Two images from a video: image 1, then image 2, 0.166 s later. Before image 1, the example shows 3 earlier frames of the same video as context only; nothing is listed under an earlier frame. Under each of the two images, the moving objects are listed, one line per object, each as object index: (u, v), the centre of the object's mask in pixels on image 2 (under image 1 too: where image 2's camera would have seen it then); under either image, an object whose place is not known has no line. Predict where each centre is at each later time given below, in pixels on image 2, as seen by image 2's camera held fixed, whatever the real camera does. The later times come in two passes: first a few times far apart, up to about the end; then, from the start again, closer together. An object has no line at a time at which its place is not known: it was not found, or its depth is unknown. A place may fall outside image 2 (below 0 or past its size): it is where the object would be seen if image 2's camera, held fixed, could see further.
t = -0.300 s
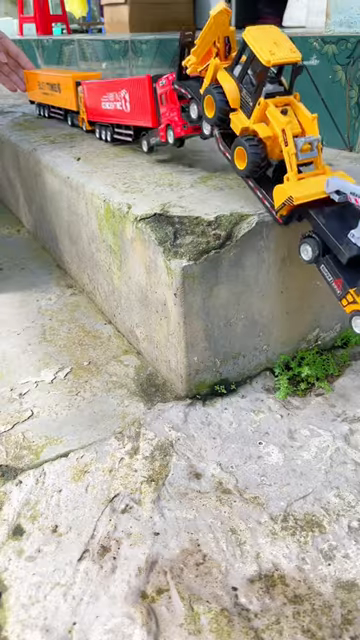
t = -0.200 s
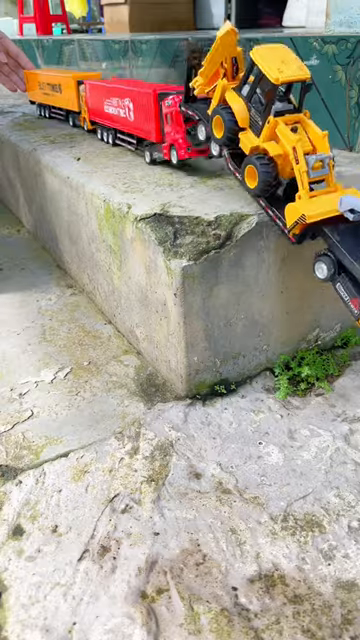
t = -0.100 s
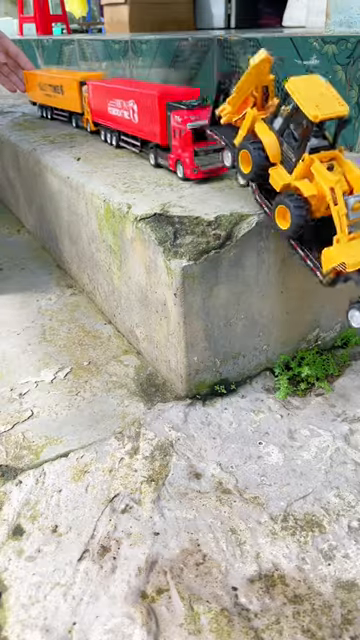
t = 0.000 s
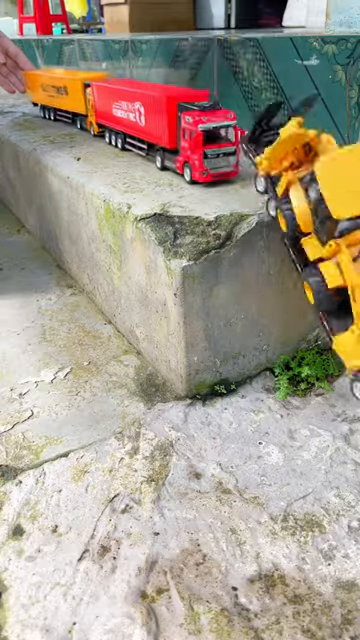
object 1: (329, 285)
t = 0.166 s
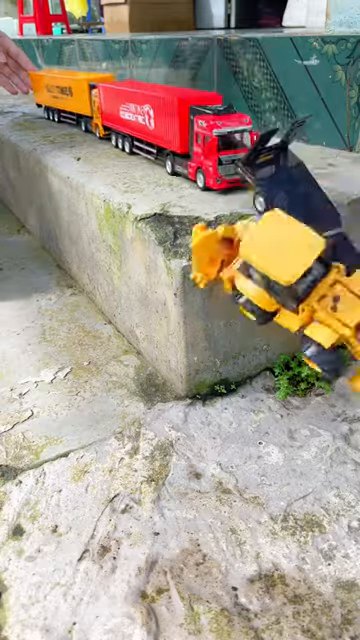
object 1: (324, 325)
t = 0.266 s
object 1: (300, 397)
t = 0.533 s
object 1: (245, 529)
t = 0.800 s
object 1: (251, 500)
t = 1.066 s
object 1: (238, 507)
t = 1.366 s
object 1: (252, 478)
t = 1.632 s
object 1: (258, 486)
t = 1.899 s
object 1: (255, 485)
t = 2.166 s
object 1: (255, 485)
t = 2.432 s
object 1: (256, 485)
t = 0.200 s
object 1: (320, 338)
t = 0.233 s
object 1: (309, 363)
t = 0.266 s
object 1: (300, 397)
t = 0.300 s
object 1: (290, 427)
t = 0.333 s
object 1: (258, 432)
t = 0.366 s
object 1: (246, 461)
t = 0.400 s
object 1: (241, 493)
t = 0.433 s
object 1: (244, 513)
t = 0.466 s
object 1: (243, 525)
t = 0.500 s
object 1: (245, 528)
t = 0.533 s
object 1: (245, 529)
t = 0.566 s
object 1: (233, 525)
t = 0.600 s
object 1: (234, 522)
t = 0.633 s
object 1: (237, 520)
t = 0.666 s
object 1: (237, 512)
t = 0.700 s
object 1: (238, 505)
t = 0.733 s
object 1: (244, 502)
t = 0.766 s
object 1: (249, 501)
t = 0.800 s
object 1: (251, 500)
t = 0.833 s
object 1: (250, 500)
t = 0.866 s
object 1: (246, 501)
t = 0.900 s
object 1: (241, 502)
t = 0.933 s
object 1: (238, 506)
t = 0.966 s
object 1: (236, 509)
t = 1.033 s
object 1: (237, 508)
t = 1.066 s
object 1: (238, 507)
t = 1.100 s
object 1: (246, 463)
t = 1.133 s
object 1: (244, 466)
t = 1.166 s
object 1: (245, 468)
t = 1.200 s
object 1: (246, 470)
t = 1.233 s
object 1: (248, 473)
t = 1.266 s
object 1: (248, 472)
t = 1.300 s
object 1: (250, 473)
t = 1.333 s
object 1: (251, 475)
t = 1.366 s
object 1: (252, 478)
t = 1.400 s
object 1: (254, 480)
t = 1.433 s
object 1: (255, 480)
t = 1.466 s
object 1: (256, 482)
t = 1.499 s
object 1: (258, 485)
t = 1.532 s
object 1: (258, 488)
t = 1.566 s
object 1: (259, 488)
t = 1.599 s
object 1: (258, 486)
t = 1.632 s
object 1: (258, 486)
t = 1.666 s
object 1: (261, 488)
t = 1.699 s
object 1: (258, 485)
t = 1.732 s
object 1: (256, 485)
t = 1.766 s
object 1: (255, 485)
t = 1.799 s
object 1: (255, 485)
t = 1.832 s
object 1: (255, 485)
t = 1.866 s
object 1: (255, 485)
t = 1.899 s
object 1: (255, 485)
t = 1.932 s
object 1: (255, 485)
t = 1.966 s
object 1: (255, 485)
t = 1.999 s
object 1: (255, 485)
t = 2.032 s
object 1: (255, 485)
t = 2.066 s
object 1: (255, 485)
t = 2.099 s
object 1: (255, 485)
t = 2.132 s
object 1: (255, 485)
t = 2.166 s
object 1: (255, 485)
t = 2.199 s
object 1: (255, 484)
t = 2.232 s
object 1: (255, 484)
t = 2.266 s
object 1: (255, 485)
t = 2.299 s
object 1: (255, 485)
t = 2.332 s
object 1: (255, 485)
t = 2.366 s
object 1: (255, 485)
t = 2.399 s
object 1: (255, 485)
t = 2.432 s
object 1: (256, 485)
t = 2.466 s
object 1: (256, 484)
